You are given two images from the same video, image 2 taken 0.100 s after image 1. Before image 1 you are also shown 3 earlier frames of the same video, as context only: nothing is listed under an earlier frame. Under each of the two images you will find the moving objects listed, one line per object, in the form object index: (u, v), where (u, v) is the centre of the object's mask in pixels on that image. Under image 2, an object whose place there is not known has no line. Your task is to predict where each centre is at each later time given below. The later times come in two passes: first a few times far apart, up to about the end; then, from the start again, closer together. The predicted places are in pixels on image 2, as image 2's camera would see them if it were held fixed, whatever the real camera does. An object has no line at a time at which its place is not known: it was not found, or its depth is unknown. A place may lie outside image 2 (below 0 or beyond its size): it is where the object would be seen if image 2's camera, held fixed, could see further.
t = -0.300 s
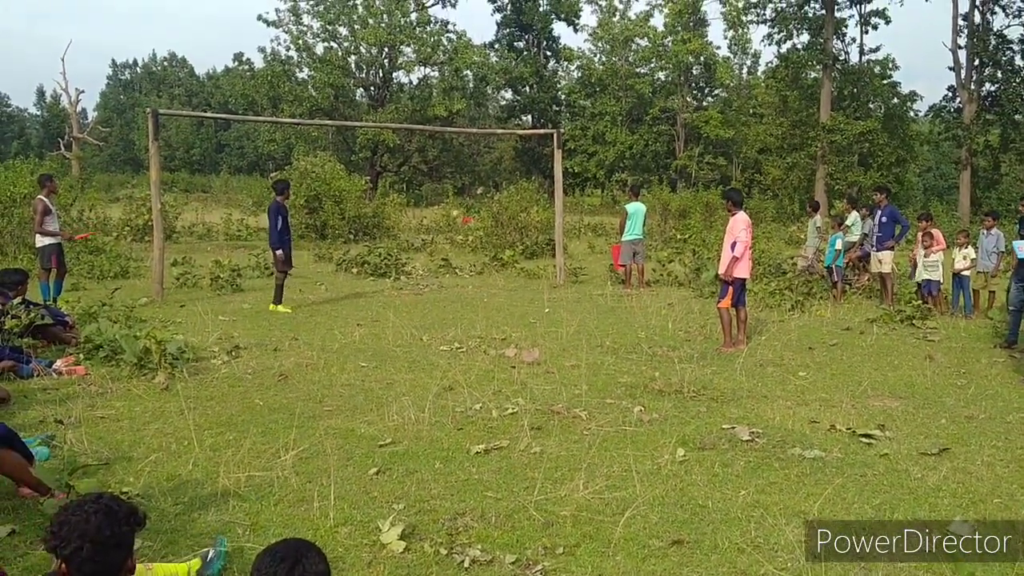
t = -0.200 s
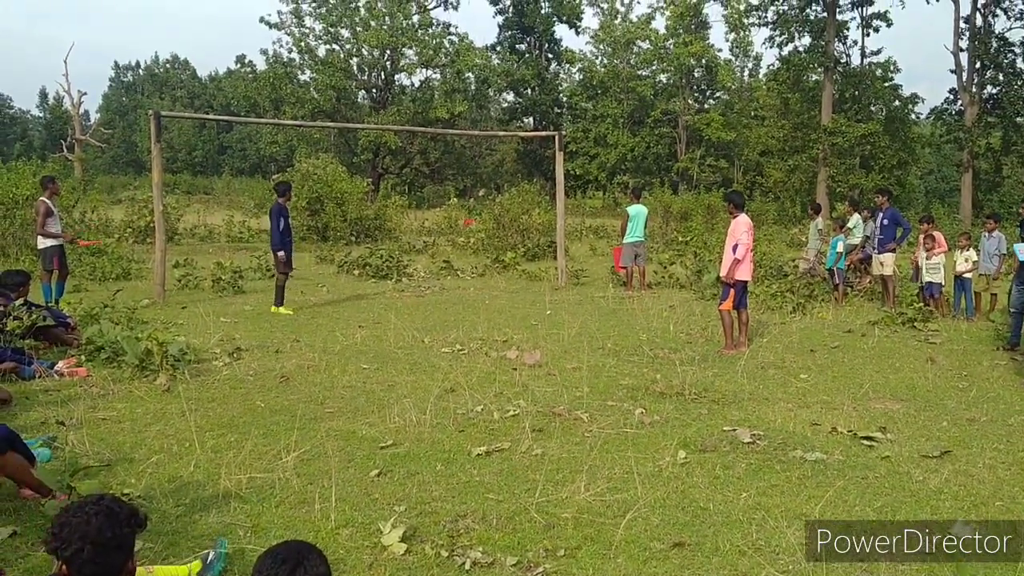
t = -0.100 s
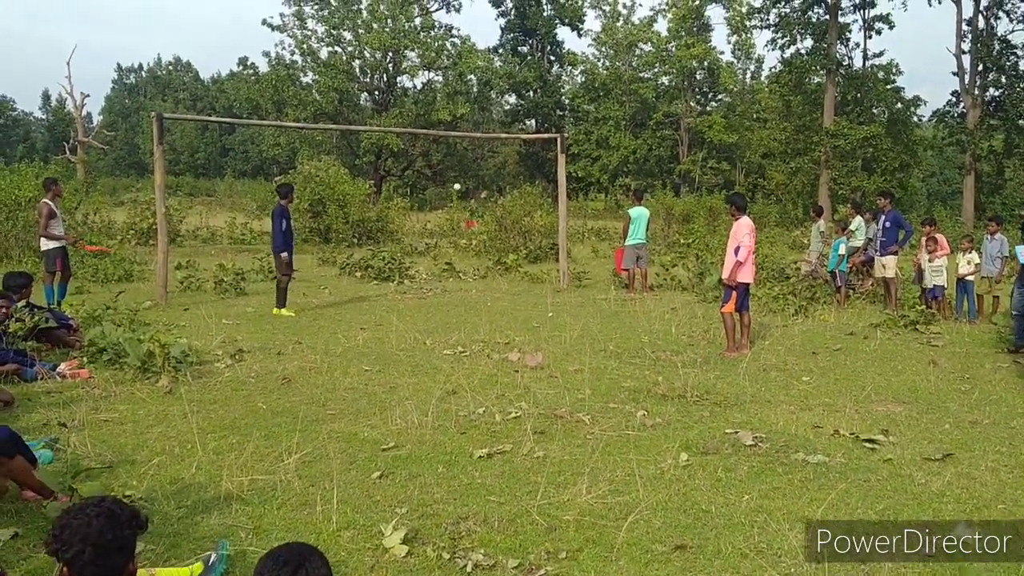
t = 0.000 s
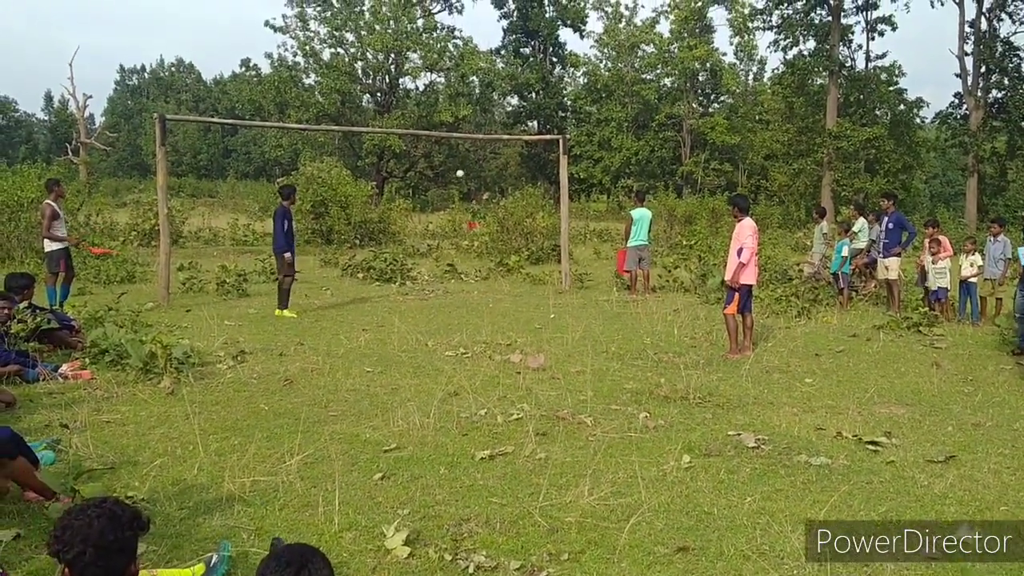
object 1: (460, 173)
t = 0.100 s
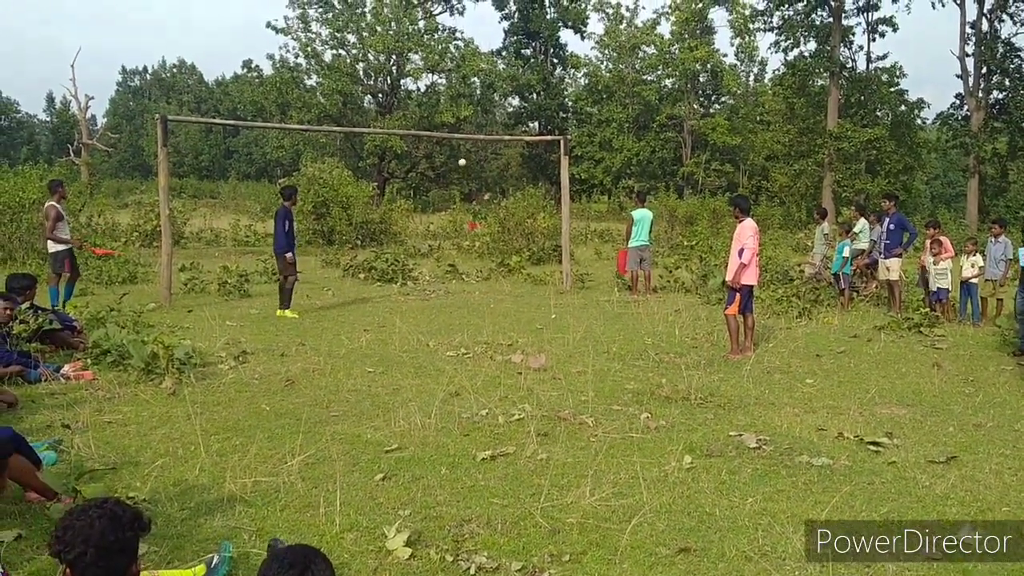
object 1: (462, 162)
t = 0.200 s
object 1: (463, 153)
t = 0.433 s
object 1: (464, 143)
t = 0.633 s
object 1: (465, 150)
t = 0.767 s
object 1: (466, 163)
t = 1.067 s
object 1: (466, 226)
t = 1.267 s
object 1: (465, 252)
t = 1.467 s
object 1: (460, 224)
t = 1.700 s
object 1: (453, 214)
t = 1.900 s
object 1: (447, 230)
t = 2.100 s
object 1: (440, 273)
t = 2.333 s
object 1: (433, 259)
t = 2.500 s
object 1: (428, 252)
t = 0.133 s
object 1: (462, 159)
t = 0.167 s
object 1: (462, 156)
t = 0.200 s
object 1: (463, 153)
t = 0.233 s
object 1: (463, 151)
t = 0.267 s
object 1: (463, 148)
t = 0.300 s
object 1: (464, 147)
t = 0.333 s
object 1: (464, 146)
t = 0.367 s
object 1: (464, 144)
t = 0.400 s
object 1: (464, 144)
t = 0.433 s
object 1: (464, 143)
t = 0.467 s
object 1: (464, 143)
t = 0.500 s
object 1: (464, 144)
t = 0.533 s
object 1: (465, 145)
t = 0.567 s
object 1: (465, 146)
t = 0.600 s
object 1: (465, 147)
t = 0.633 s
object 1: (465, 150)
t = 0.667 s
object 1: (465, 152)
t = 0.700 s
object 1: (465, 156)
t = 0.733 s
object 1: (466, 159)
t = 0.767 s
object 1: (466, 163)
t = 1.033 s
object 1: (466, 216)
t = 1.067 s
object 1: (466, 226)
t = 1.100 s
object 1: (467, 236)
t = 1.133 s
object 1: (467, 247)
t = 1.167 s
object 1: (467, 258)
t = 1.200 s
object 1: (467, 265)
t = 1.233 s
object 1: (466, 258)
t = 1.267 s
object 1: (465, 252)
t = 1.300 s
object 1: (464, 246)
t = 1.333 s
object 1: (463, 240)
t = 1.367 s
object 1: (463, 235)
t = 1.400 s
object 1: (461, 231)
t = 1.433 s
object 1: (461, 227)
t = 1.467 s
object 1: (460, 224)
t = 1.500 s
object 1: (459, 221)
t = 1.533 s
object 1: (458, 218)
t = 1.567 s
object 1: (457, 216)
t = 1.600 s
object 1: (456, 215)
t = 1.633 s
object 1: (455, 214)
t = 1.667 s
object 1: (454, 214)
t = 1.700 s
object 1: (453, 214)
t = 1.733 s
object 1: (452, 215)
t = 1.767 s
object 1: (451, 217)
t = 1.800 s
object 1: (450, 219)
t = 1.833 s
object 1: (449, 222)
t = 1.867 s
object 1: (448, 226)
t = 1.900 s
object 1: (447, 230)
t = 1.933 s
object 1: (445, 236)
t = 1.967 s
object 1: (444, 241)
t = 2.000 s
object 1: (443, 248)
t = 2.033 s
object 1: (442, 256)
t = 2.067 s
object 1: (441, 264)
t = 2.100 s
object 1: (440, 273)
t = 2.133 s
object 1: (439, 283)
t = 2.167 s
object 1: (438, 282)
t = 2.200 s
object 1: (437, 276)
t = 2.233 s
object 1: (436, 271)
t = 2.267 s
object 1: (435, 266)
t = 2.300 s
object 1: (434, 262)
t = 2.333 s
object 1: (433, 259)
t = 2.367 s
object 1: (433, 256)
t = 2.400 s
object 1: (431, 254)
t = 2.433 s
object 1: (430, 252)
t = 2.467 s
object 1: (429, 252)
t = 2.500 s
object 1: (428, 252)
